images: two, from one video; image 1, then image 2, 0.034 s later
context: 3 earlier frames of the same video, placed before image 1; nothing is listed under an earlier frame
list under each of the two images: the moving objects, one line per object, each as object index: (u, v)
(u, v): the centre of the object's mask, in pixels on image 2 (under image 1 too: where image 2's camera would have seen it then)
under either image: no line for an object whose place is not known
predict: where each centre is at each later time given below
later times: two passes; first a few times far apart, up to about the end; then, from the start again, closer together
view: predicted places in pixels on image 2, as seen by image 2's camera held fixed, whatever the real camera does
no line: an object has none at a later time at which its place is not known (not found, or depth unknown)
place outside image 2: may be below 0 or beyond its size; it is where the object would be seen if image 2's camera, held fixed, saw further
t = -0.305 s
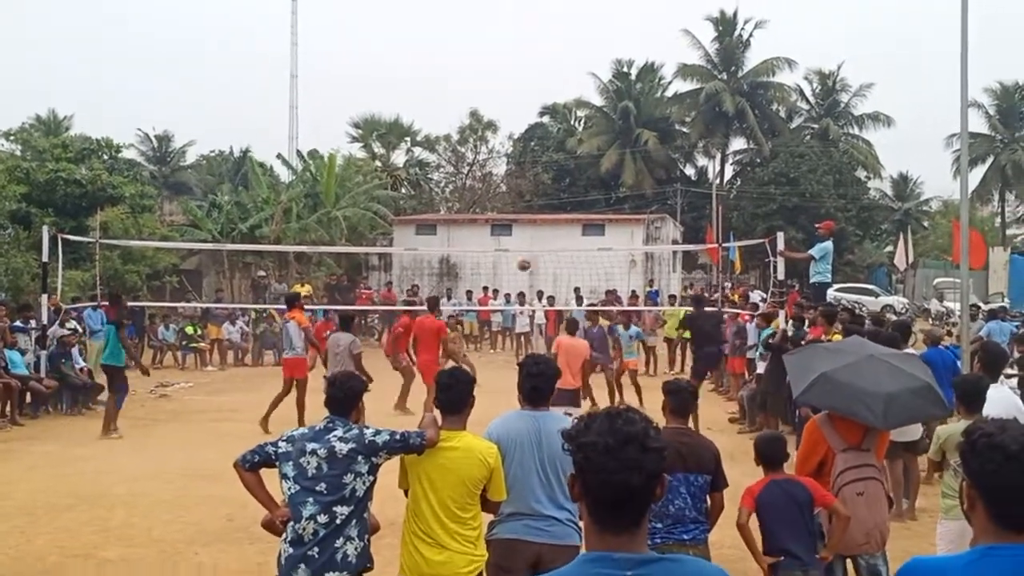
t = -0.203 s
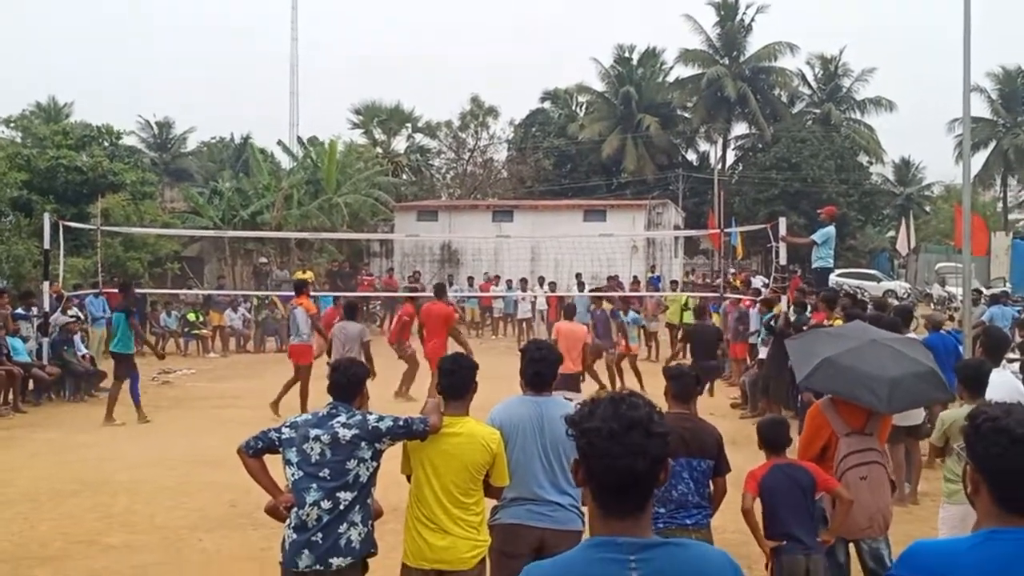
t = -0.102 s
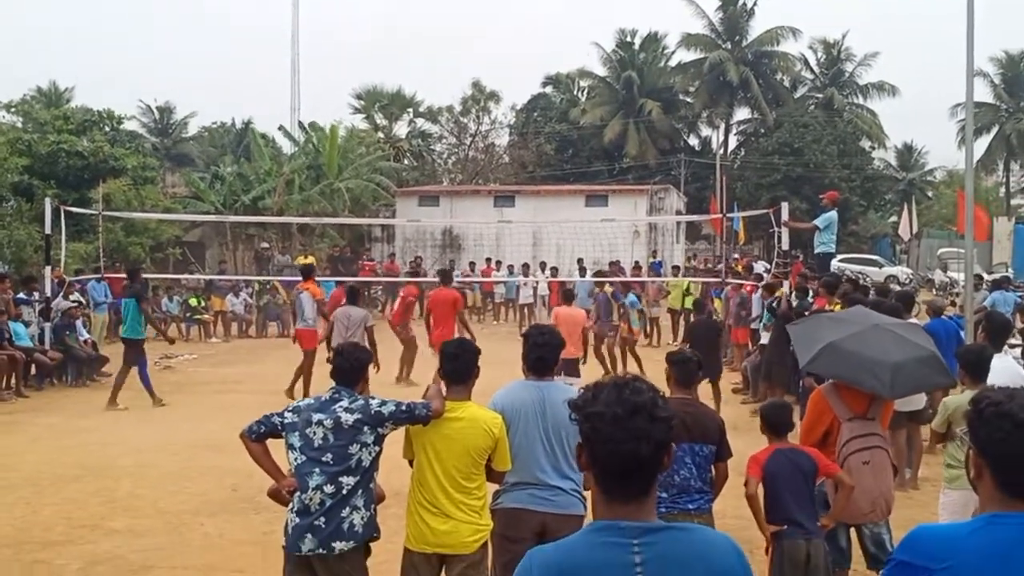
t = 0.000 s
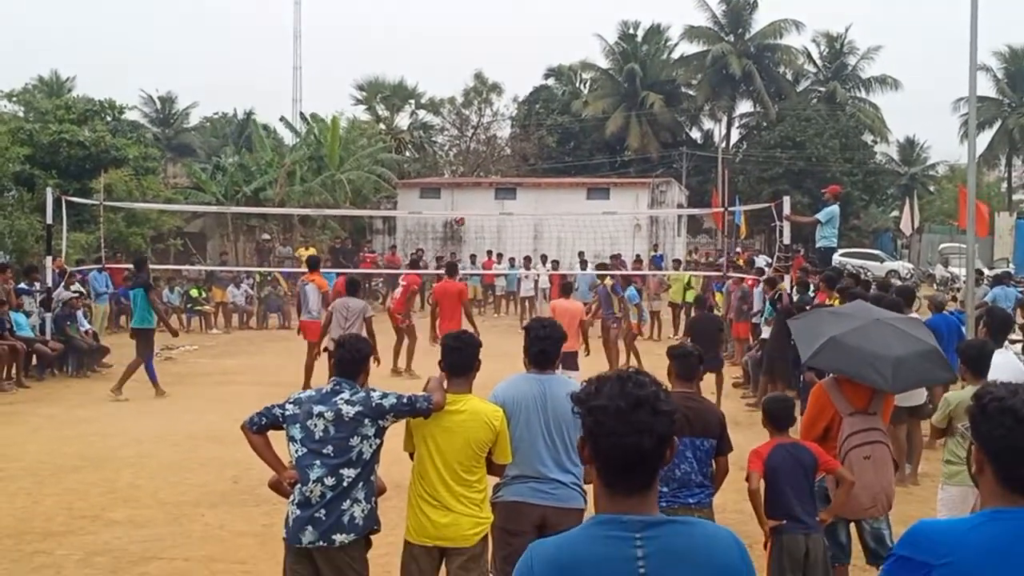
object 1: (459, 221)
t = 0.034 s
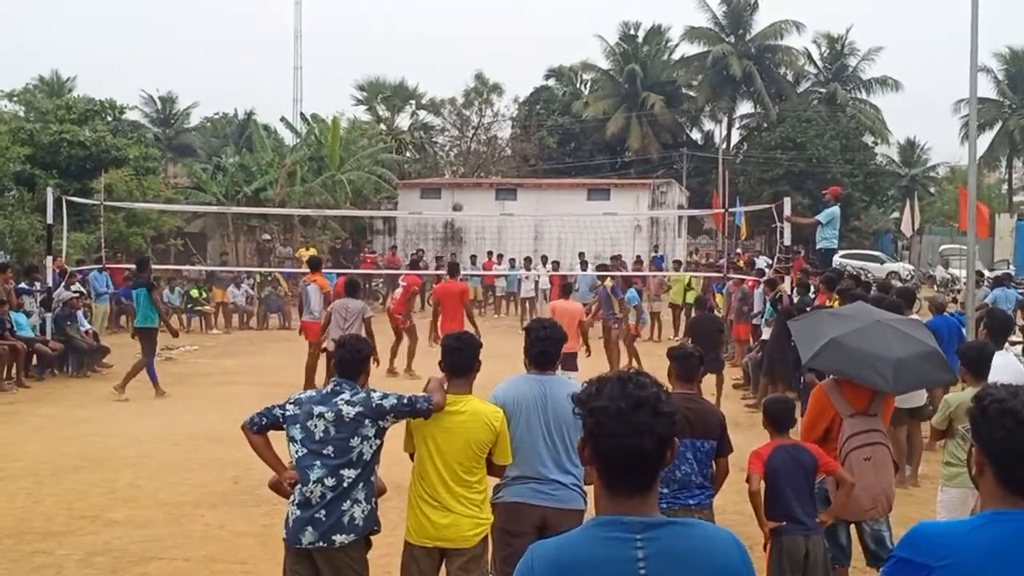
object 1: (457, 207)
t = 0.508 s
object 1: (415, 52)
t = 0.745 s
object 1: (391, 16)
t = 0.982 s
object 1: (365, 13)
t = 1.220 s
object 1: (339, 45)
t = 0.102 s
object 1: (453, 179)
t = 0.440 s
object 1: (422, 68)
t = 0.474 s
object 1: (419, 60)
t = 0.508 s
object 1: (415, 52)
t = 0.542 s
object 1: (412, 45)
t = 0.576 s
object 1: (408, 38)
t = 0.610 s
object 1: (405, 33)
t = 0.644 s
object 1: (401, 27)
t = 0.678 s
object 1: (398, 23)
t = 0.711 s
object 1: (394, 20)
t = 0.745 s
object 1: (391, 16)
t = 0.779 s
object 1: (388, 14)
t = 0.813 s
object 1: (384, 12)
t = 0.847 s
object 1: (381, 11)
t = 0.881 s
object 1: (377, 10)
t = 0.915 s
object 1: (373, 10)
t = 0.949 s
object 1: (369, 11)
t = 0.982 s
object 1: (365, 13)
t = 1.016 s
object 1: (362, 15)
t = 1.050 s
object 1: (358, 18)
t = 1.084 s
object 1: (354, 22)
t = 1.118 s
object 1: (350, 27)
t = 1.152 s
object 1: (347, 32)
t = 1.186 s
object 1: (343, 38)
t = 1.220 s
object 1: (339, 45)
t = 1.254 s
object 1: (334, 52)
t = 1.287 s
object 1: (331, 61)
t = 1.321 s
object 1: (327, 71)
